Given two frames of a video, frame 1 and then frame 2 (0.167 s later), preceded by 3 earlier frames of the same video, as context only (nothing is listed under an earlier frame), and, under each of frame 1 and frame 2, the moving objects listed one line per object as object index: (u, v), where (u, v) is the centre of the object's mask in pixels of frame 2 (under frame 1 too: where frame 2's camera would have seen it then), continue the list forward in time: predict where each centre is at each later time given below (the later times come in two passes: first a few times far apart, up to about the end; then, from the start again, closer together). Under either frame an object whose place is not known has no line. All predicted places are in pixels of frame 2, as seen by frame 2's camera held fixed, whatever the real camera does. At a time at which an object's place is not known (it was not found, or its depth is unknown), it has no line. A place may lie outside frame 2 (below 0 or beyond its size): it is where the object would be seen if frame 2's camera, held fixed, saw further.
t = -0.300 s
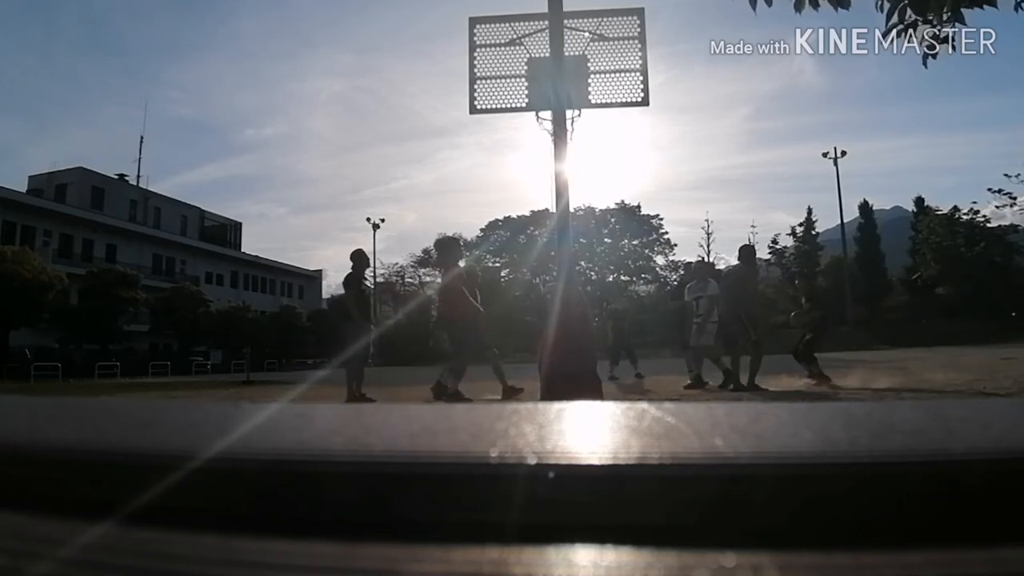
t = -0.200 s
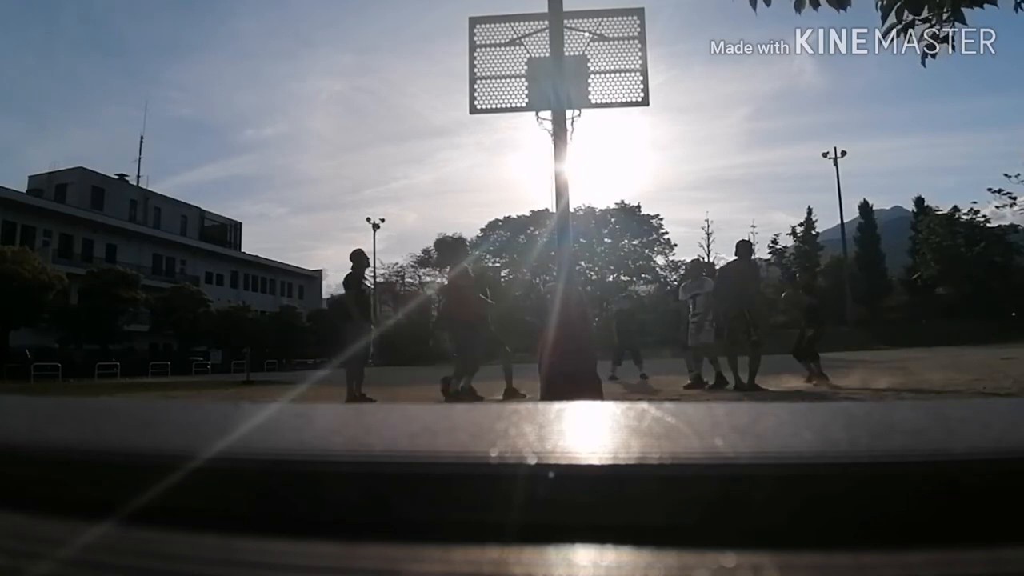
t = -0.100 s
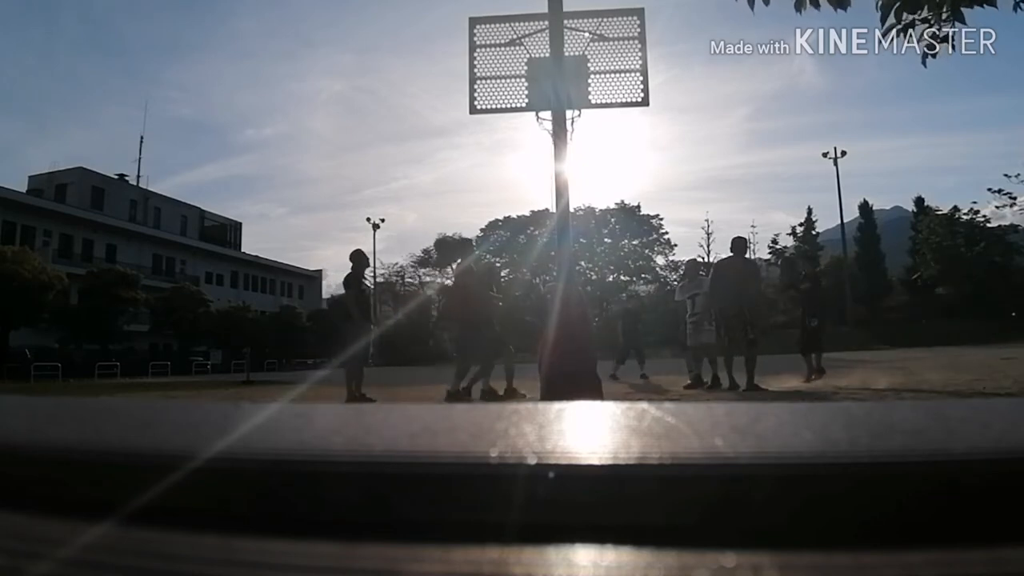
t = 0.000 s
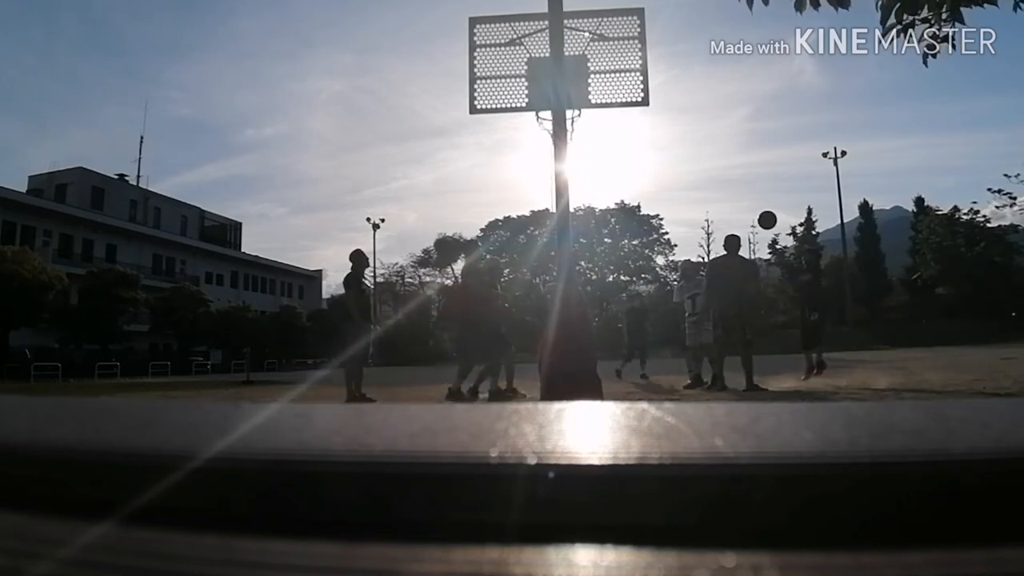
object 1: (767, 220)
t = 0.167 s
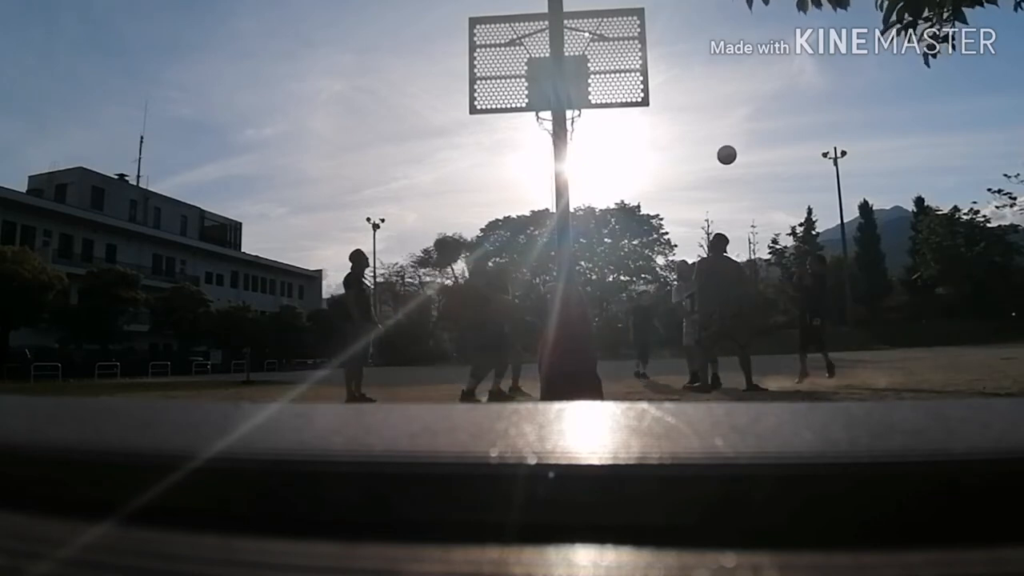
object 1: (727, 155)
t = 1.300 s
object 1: (547, 122)
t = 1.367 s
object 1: (555, 134)
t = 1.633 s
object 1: (585, 210)
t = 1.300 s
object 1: (547, 122)
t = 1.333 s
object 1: (549, 129)
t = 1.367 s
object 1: (555, 134)
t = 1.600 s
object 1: (581, 201)
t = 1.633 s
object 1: (585, 210)
